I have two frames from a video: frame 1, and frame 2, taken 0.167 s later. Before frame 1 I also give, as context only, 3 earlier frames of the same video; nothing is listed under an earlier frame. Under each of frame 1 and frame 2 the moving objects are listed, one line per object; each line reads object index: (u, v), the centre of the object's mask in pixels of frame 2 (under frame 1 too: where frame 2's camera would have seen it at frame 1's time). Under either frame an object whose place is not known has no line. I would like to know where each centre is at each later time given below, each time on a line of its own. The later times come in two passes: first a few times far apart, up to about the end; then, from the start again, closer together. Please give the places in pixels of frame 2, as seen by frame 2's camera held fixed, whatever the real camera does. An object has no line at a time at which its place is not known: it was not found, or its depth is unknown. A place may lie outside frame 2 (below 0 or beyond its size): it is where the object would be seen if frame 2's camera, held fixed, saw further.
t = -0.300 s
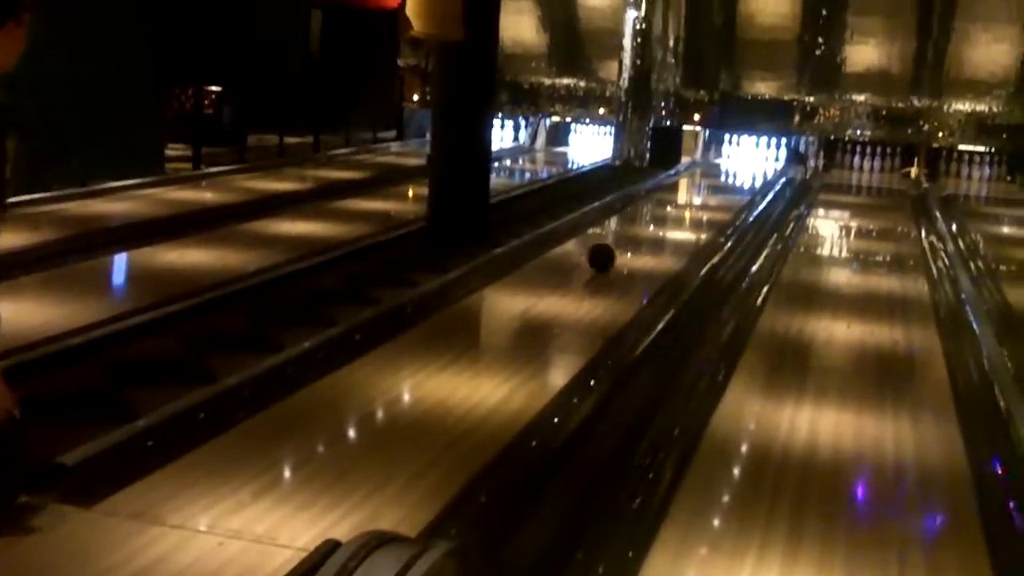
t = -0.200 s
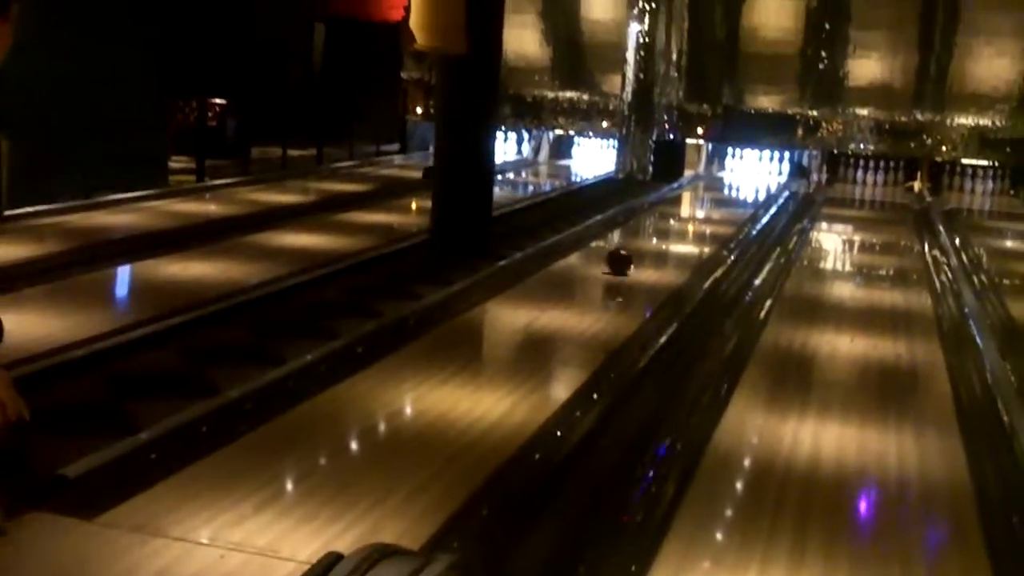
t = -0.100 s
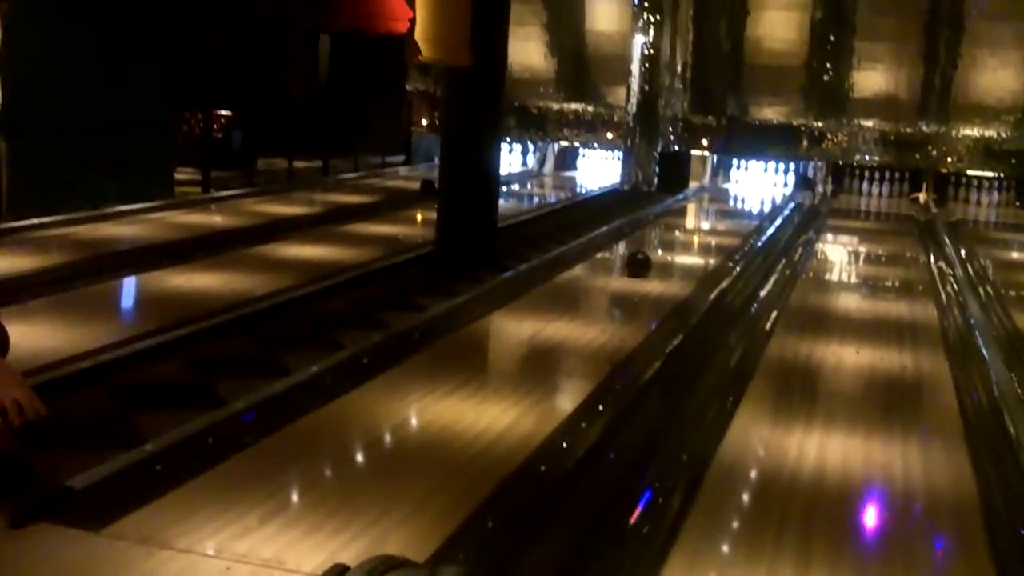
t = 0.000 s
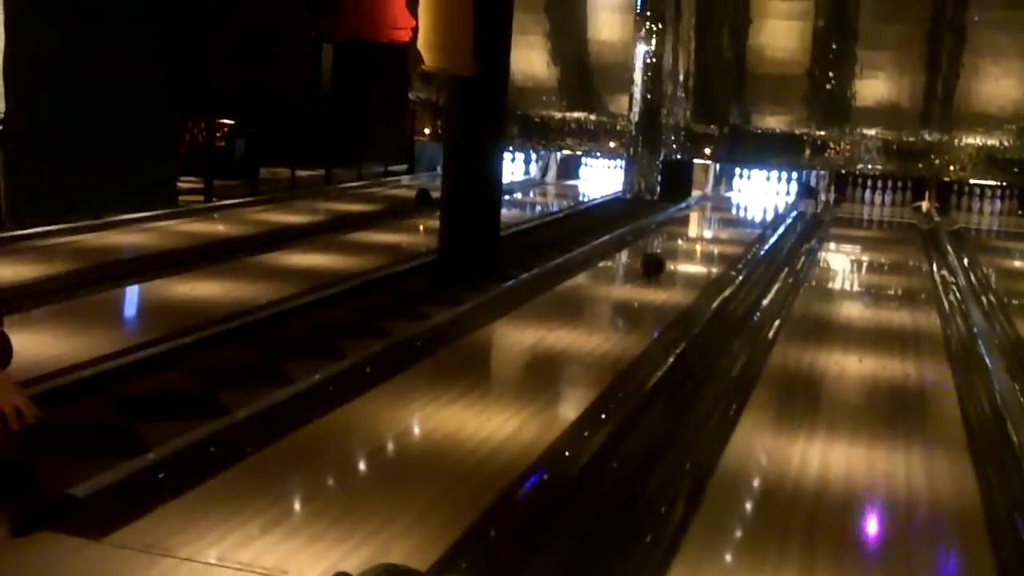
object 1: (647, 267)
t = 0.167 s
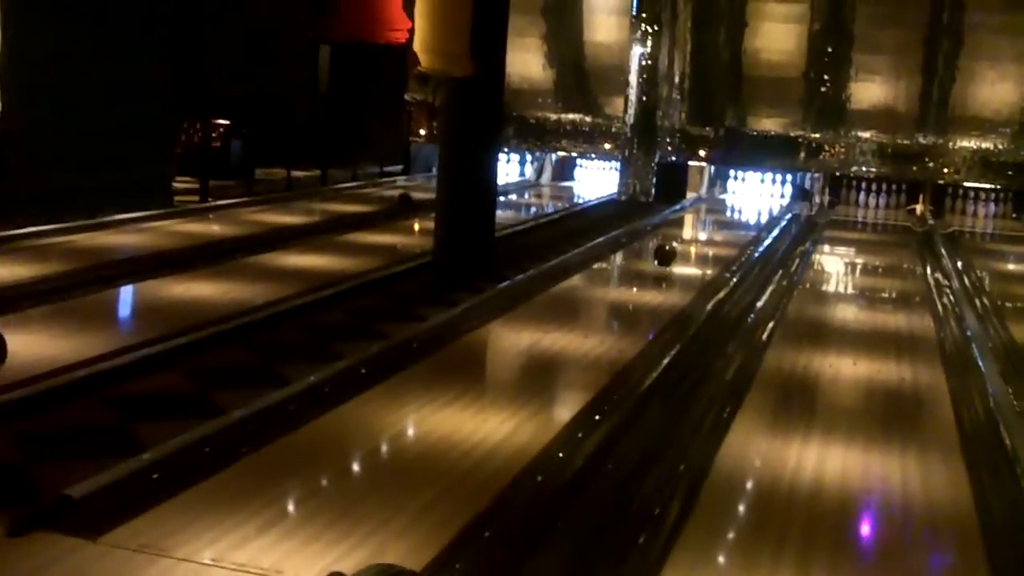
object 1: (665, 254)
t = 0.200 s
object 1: (668, 253)
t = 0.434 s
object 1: (687, 240)
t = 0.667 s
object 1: (702, 229)
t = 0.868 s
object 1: (711, 220)
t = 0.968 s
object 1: (714, 218)
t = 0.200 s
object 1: (668, 253)
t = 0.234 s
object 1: (670, 251)
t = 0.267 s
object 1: (673, 249)
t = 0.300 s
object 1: (676, 248)
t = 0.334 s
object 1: (680, 245)
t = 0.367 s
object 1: (682, 244)
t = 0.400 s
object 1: (685, 242)
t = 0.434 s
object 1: (687, 240)
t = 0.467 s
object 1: (689, 239)
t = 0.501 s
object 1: (692, 237)
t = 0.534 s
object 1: (694, 235)
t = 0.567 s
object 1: (696, 233)
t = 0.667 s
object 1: (702, 229)
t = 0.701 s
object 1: (703, 227)
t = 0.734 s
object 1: (705, 226)
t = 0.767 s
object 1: (707, 224)
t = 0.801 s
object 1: (708, 223)
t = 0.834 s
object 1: (709, 222)
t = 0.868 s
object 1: (711, 220)
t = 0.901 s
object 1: (712, 219)
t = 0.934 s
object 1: (714, 218)
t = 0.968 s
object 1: (714, 218)
